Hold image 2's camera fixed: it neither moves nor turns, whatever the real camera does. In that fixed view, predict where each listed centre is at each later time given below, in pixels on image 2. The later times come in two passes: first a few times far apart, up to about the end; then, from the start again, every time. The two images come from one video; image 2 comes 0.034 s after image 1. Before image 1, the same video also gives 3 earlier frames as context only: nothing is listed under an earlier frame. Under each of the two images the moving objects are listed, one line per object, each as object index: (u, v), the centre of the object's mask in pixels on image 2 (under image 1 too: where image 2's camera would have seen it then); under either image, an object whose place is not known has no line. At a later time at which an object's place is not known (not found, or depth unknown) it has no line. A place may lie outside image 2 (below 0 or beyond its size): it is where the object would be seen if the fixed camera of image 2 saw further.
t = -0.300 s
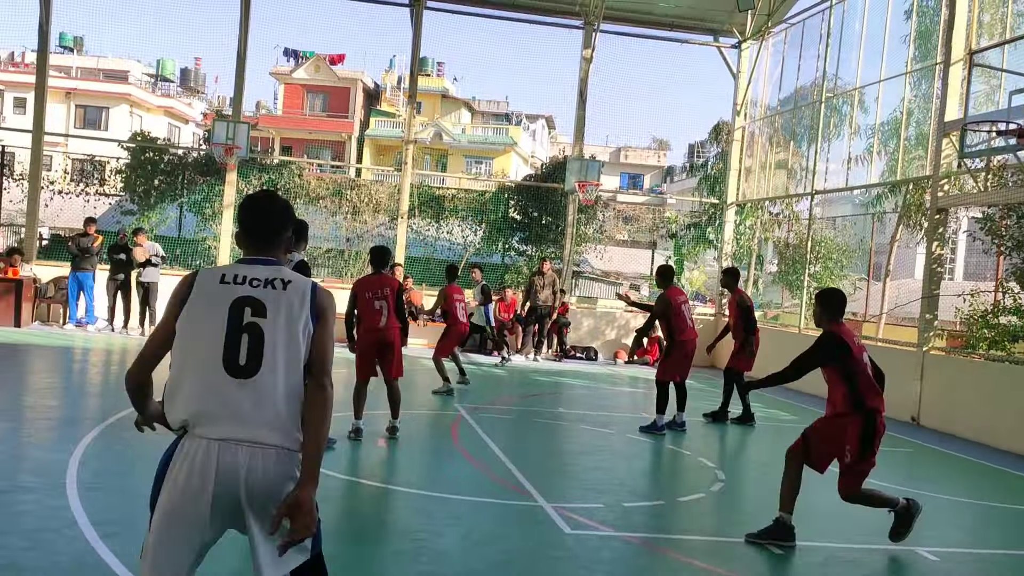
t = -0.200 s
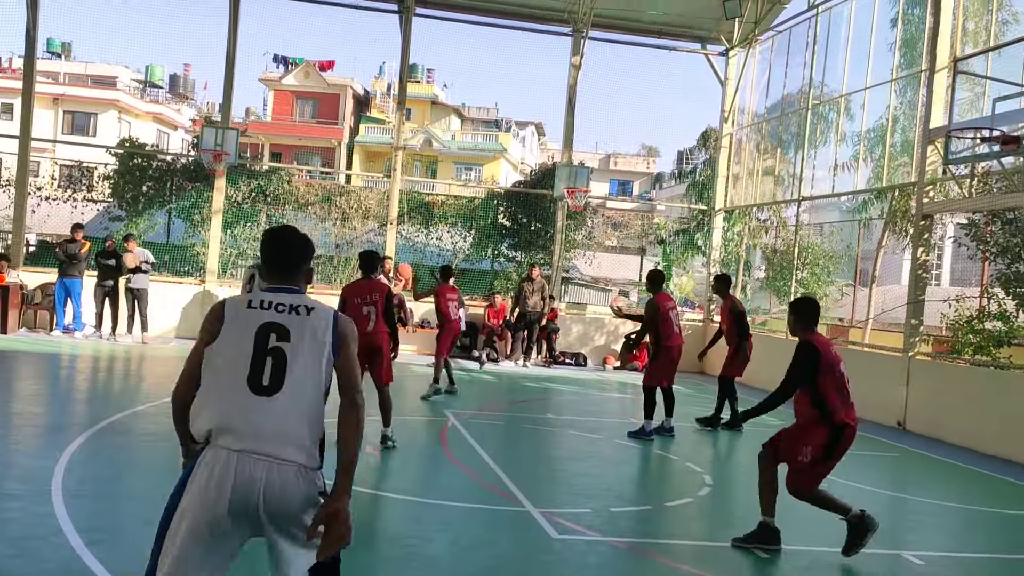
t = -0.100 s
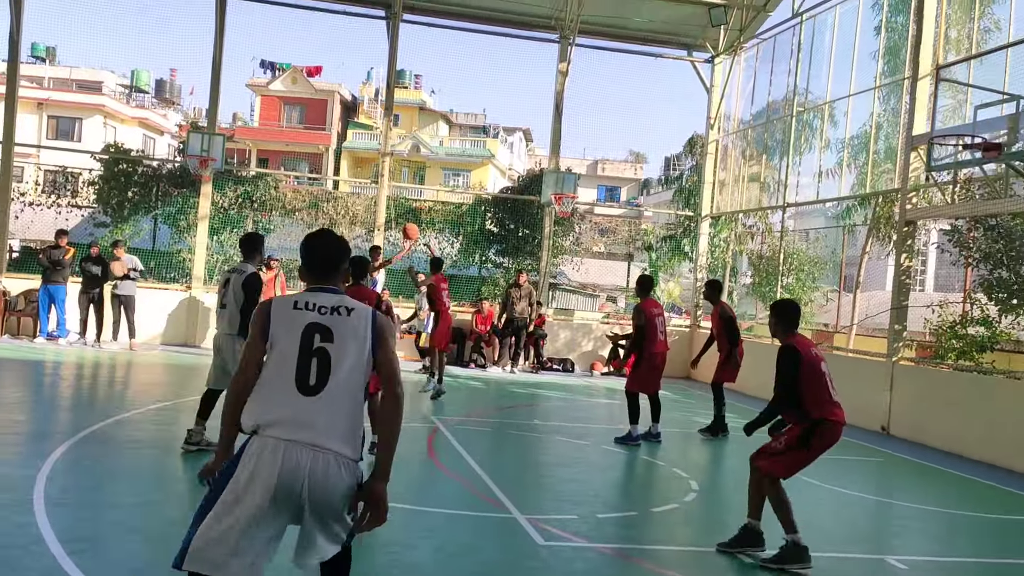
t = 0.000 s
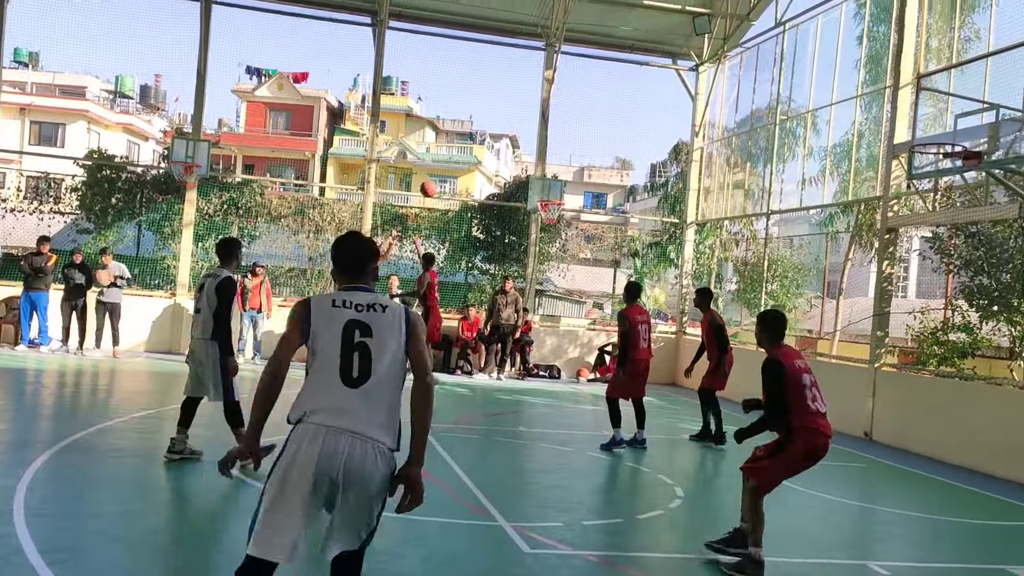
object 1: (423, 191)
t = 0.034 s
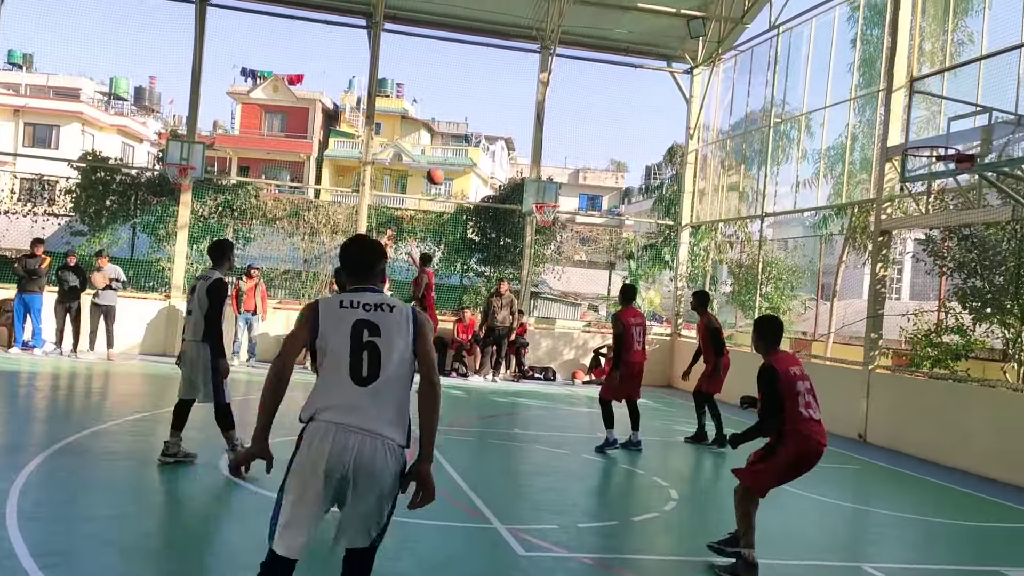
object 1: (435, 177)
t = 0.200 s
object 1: (492, 108)
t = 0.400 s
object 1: (565, 48)
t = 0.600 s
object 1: (645, 13)
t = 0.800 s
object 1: (731, 10)
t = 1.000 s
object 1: (824, 46)
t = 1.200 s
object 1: (932, 131)
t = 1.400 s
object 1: (898, 125)
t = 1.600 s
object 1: (850, 140)
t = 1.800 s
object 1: (807, 188)
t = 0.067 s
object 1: (446, 161)
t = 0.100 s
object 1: (457, 147)
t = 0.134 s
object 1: (469, 133)
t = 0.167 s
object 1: (480, 120)
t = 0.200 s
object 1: (492, 108)
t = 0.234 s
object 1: (504, 97)
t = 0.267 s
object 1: (515, 86)
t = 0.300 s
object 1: (528, 75)
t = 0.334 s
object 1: (540, 65)
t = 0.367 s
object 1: (553, 56)
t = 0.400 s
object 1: (565, 48)
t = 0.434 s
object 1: (578, 40)
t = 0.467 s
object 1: (592, 33)
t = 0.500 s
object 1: (605, 26)
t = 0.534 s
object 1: (617, 21)
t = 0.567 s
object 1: (631, 16)
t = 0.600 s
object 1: (645, 13)
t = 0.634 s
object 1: (659, 10)
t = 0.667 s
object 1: (672, 8)
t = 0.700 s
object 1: (686, 7)
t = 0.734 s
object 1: (702, 7)
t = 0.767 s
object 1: (716, 8)
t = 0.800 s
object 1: (731, 10)
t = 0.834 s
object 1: (746, 13)
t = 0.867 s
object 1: (761, 18)
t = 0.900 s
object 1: (776, 23)
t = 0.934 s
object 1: (792, 29)
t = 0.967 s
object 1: (808, 37)
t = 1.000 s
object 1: (824, 46)
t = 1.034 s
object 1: (842, 56)
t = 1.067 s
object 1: (858, 69)
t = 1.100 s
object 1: (876, 82)
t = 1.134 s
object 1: (894, 97)
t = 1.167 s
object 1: (913, 113)
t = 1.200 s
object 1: (932, 131)
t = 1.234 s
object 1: (941, 142)
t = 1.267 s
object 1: (932, 137)
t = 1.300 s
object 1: (923, 132)
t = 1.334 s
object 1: (915, 128)
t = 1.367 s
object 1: (906, 126)
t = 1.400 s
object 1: (898, 125)
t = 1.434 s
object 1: (890, 125)
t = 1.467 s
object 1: (881, 126)
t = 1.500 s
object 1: (873, 128)
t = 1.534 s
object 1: (866, 131)
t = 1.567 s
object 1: (858, 135)
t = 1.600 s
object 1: (850, 140)
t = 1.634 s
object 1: (842, 147)
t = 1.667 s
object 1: (835, 154)
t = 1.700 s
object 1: (828, 161)
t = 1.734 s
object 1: (821, 170)
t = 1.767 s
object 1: (814, 179)
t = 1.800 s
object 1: (807, 188)
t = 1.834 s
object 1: (800, 199)
